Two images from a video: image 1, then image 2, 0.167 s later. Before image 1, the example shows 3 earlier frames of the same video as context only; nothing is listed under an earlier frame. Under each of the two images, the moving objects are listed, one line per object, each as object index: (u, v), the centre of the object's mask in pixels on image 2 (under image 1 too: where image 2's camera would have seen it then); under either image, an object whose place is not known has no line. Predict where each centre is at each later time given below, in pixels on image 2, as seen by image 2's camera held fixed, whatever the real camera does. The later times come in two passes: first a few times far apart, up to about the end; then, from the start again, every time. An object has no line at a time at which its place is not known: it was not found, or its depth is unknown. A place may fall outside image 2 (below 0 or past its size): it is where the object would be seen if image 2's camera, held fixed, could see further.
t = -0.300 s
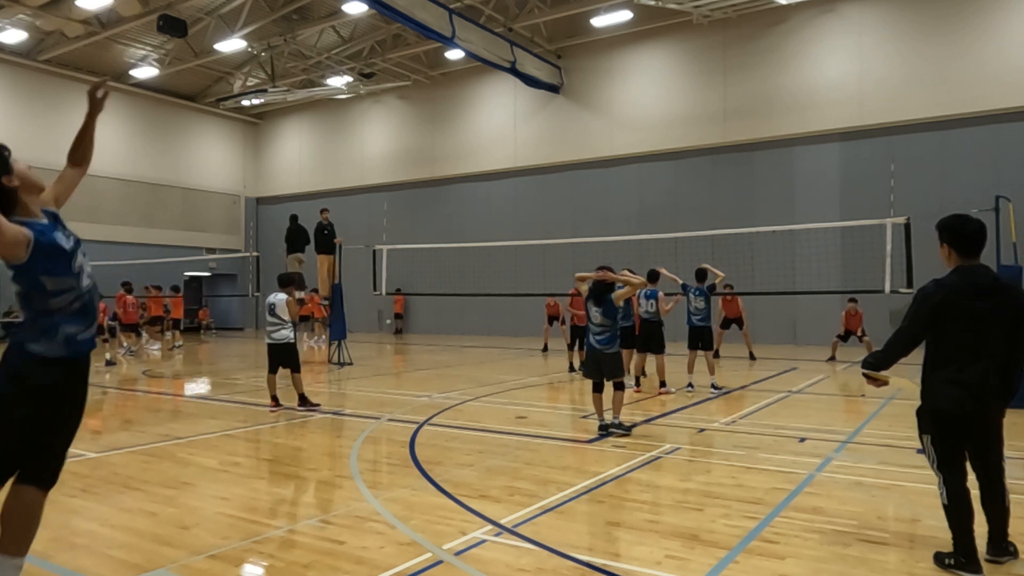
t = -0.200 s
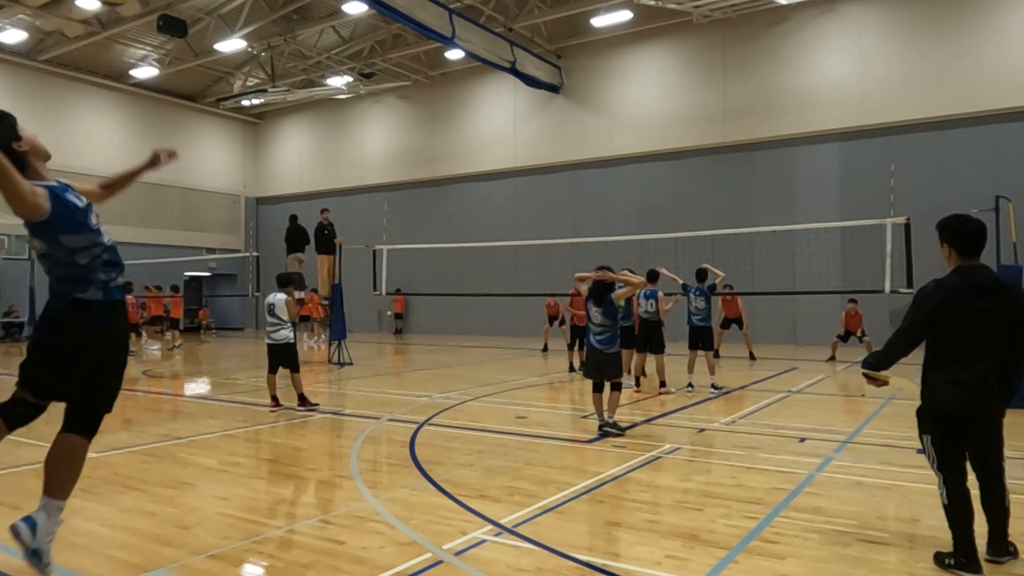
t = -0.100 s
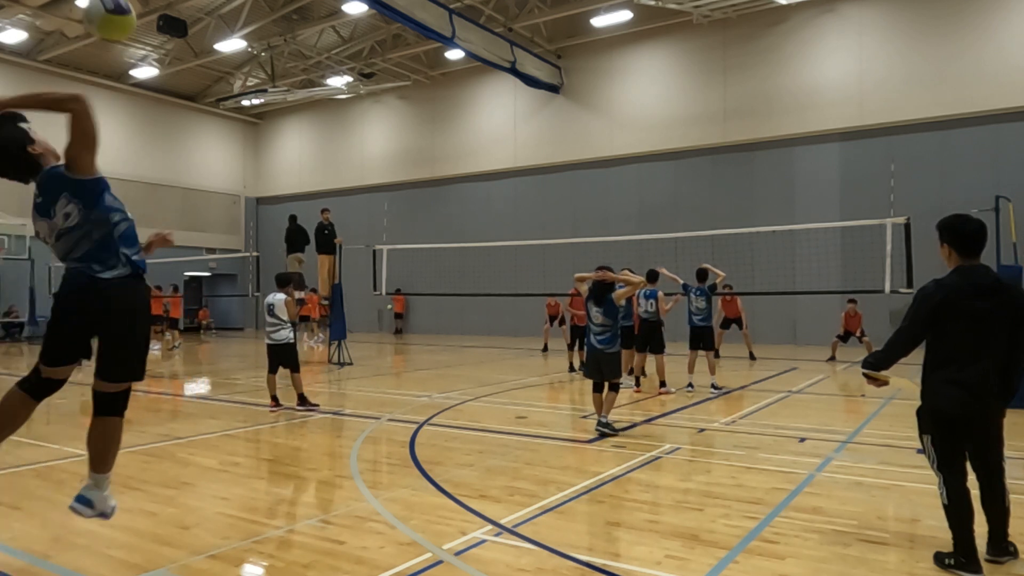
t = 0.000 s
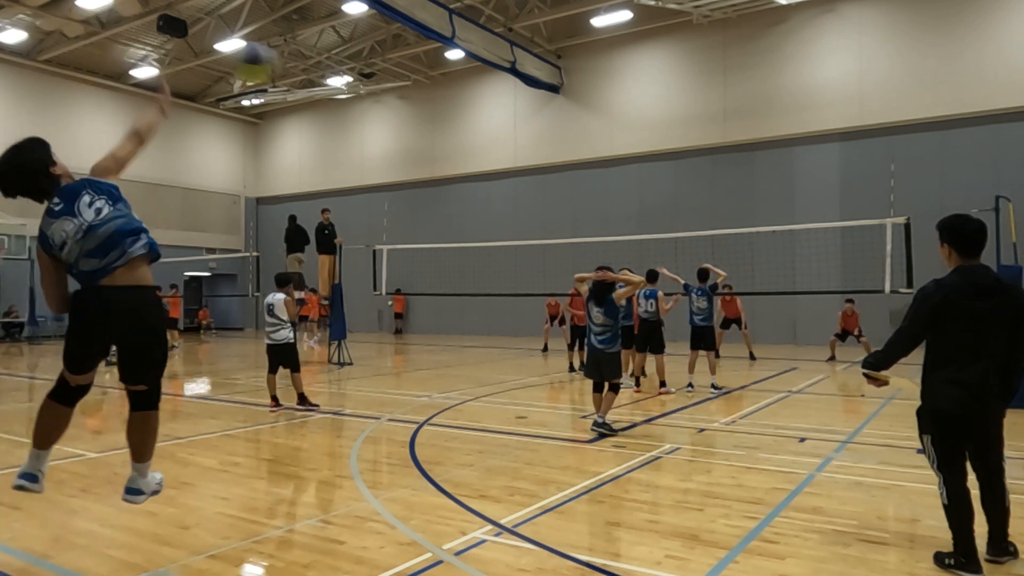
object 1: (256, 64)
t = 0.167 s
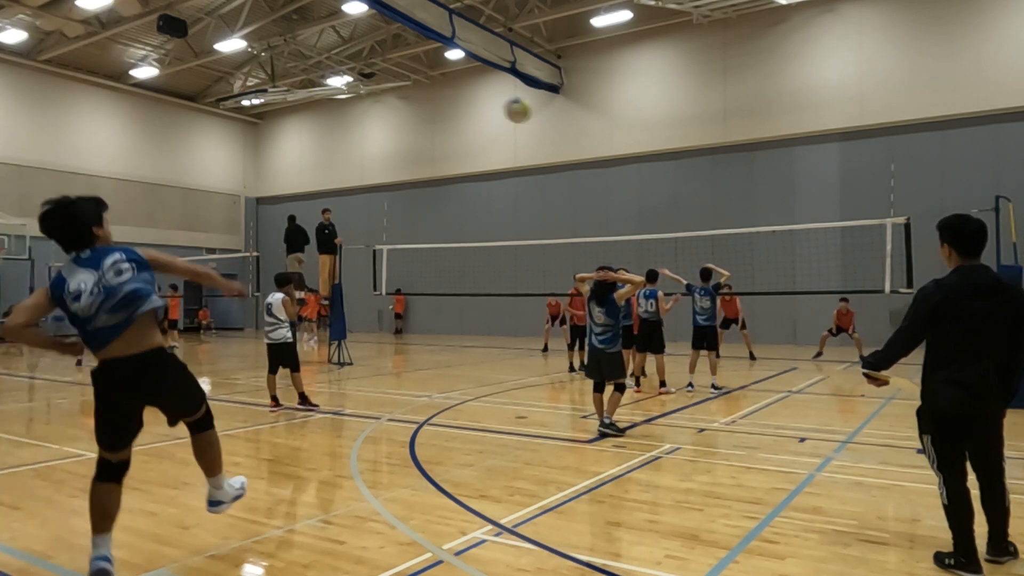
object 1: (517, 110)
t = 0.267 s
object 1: (601, 135)
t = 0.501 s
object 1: (711, 199)
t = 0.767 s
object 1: (776, 267)
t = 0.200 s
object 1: (549, 119)
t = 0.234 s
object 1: (576, 127)
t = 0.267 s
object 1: (601, 135)
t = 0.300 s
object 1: (622, 144)
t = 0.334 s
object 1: (641, 152)
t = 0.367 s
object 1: (658, 162)
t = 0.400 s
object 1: (673, 171)
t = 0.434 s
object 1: (687, 180)
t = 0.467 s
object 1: (700, 190)
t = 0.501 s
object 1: (711, 199)
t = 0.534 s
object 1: (722, 208)
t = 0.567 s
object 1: (732, 216)
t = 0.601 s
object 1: (741, 223)
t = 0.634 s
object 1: (749, 235)
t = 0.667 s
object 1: (757, 242)
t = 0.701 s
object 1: (765, 250)
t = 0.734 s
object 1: (770, 258)
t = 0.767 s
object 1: (776, 267)
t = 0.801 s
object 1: (782, 276)
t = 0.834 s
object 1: (787, 284)
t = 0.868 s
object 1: (792, 290)
